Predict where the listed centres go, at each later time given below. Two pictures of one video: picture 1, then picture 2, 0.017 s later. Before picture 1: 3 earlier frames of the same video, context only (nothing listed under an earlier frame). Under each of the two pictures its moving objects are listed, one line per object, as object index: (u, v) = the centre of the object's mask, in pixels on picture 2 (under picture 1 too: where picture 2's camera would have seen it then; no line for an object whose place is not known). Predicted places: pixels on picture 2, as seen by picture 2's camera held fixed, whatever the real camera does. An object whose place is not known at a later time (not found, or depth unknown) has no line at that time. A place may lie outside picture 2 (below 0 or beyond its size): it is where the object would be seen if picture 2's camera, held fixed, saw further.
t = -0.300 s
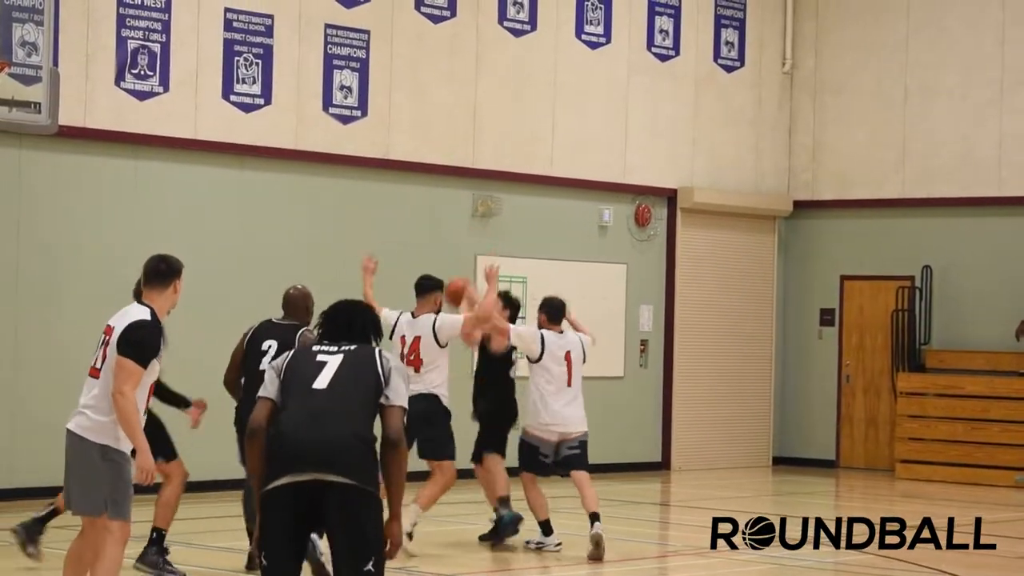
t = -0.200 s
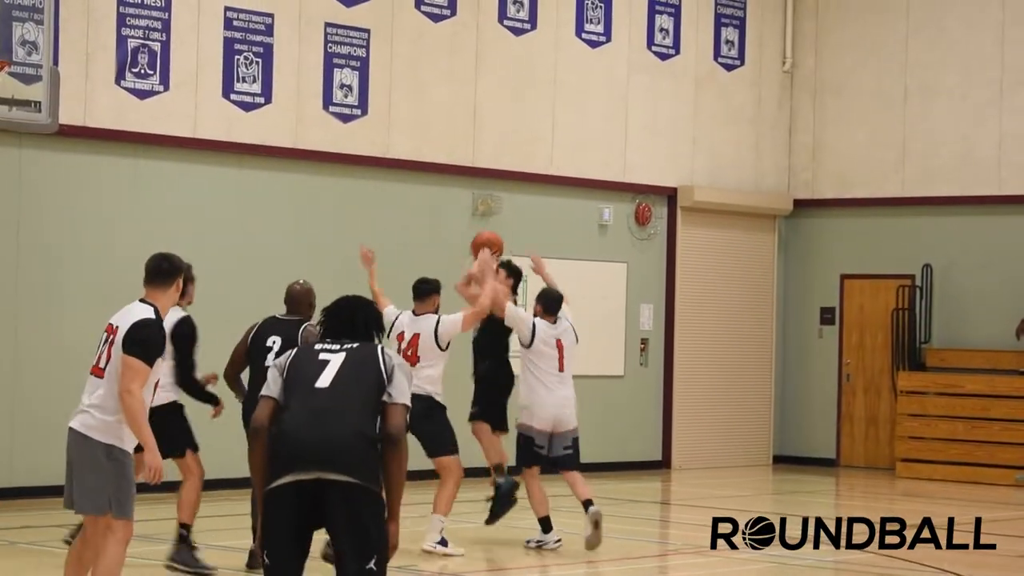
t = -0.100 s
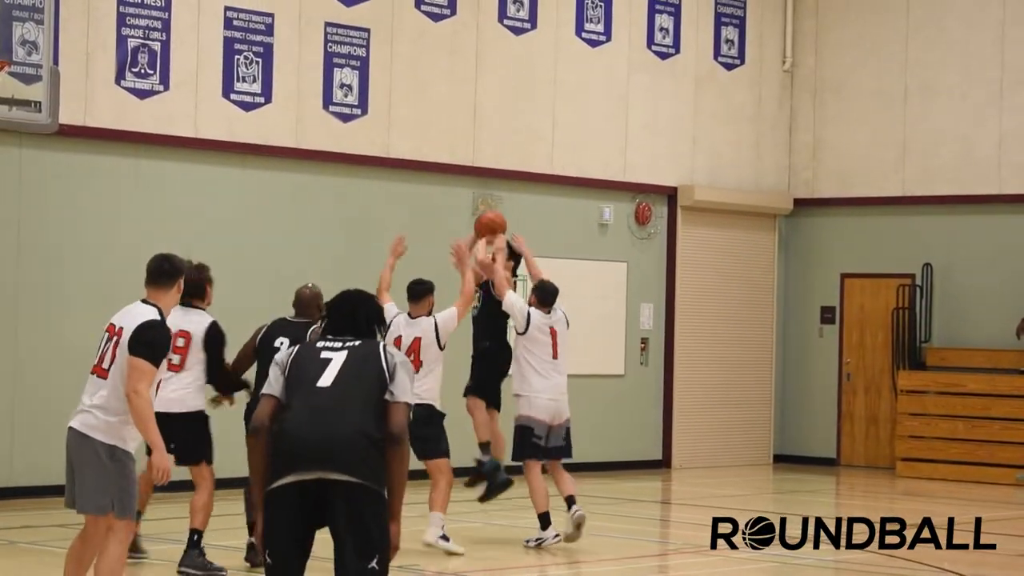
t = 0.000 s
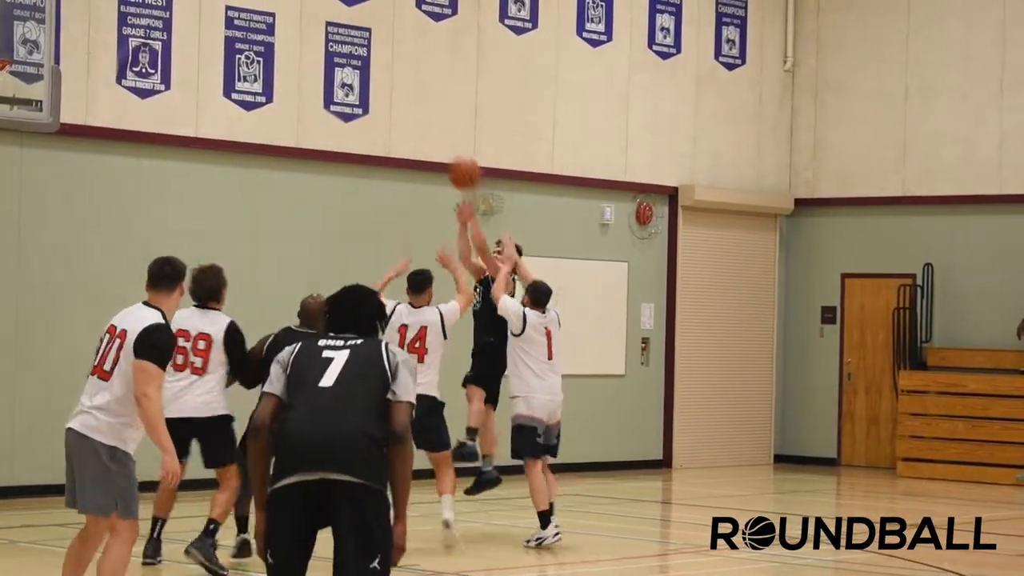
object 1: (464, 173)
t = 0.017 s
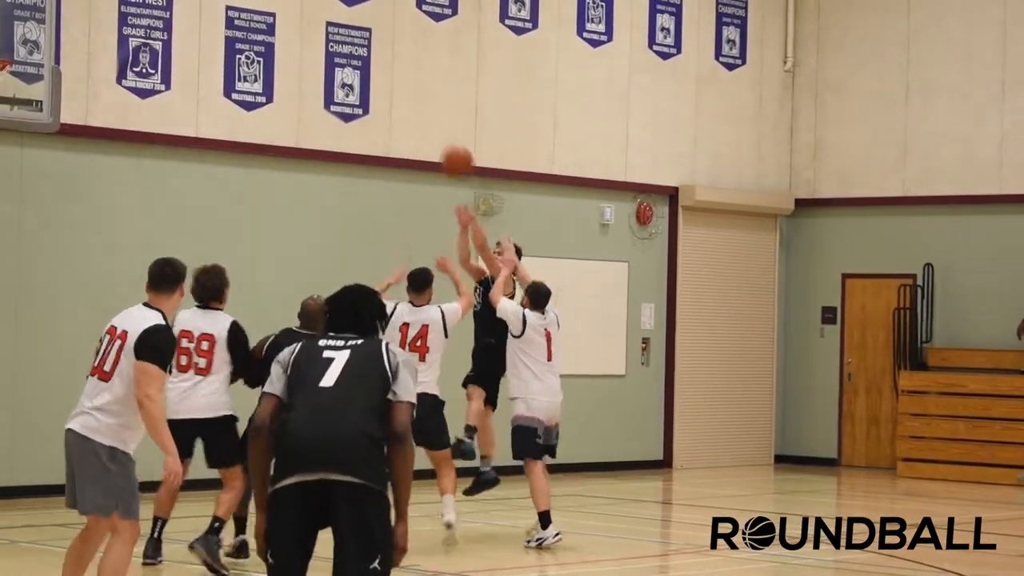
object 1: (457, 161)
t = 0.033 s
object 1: (449, 150)
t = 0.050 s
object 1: (441, 139)
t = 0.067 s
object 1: (433, 128)
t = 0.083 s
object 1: (426, 118)
